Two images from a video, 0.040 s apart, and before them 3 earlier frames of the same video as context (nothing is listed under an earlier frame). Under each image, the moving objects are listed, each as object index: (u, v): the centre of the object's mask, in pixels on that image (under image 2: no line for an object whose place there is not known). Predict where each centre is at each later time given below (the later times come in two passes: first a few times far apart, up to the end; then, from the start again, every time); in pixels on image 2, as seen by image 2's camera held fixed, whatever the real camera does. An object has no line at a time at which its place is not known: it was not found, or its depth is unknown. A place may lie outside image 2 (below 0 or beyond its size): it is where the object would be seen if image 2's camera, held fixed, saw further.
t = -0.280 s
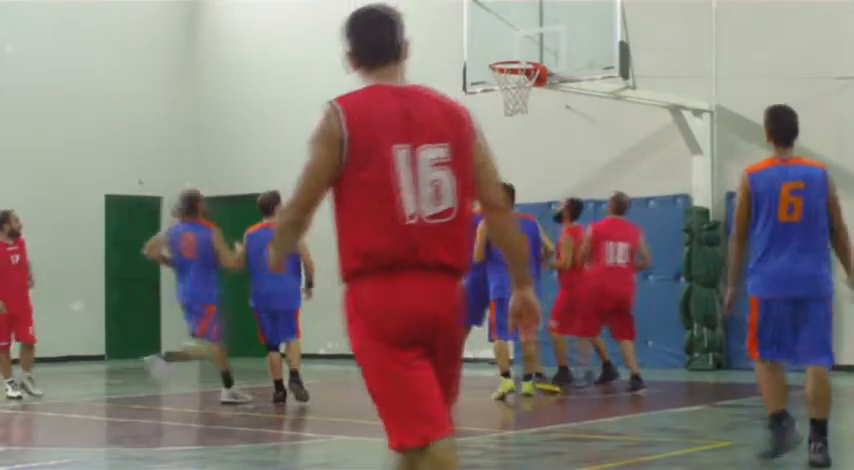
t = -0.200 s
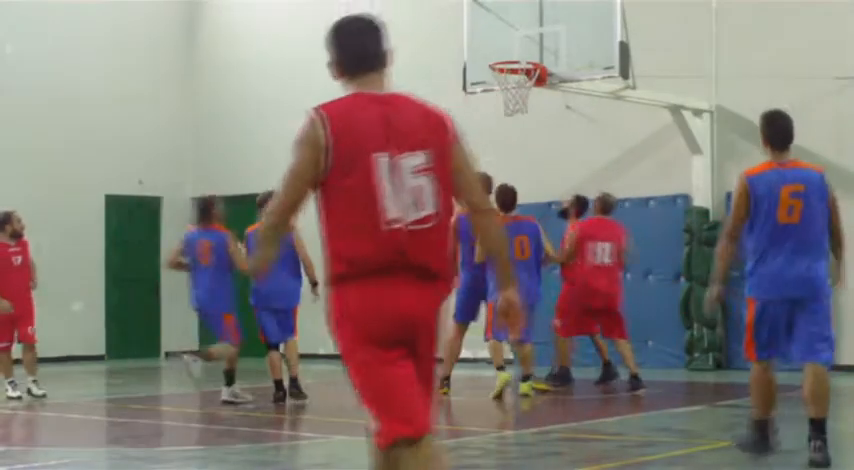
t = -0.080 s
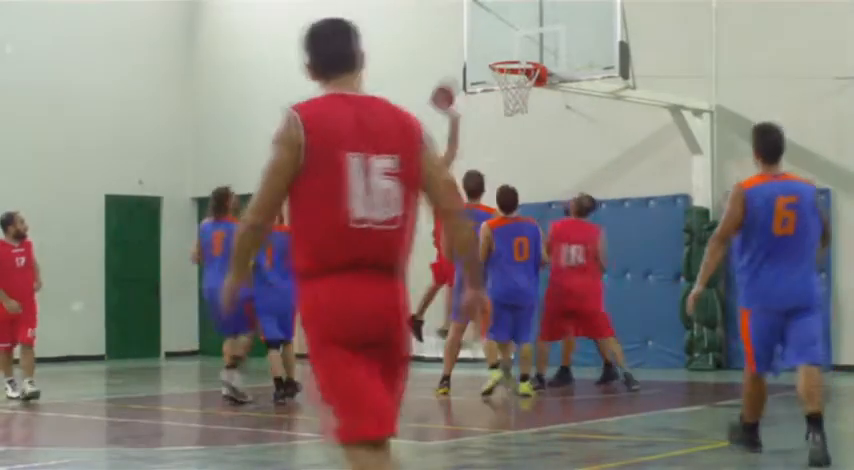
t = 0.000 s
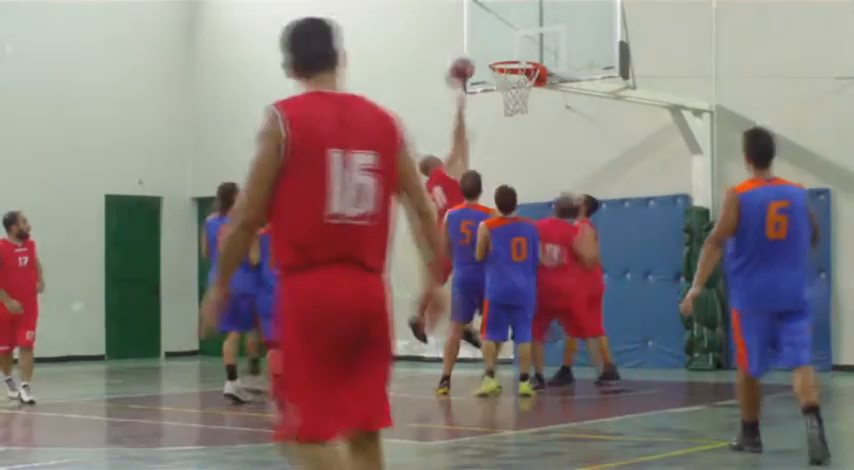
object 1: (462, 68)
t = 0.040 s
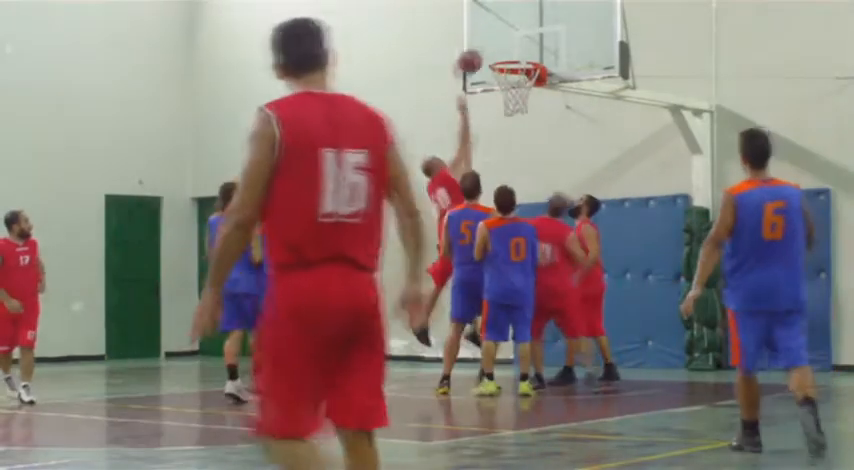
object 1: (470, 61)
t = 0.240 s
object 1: (502, 41)
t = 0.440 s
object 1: (508, 63)
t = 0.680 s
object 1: (516, 97)
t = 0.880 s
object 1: (525, 122)
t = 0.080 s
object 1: (478, 54)
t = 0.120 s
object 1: (486, 48)
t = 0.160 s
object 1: (497, 43)
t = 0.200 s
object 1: (501, 41)
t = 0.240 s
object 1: (502, 41)
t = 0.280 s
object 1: (503, 43)
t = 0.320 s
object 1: (504, 45)
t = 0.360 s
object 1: (505, 50)
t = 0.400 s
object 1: (507, 55)
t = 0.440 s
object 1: (508, 63)
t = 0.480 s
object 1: (511, 79)
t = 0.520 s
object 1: (509, 86)
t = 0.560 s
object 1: (511, 92)
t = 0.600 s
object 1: (513, 93)
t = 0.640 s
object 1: (514, 95)
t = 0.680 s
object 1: (516, 97)
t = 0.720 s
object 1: (518, 99)
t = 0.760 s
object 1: (519, 104)
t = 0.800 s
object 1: (521, 108)
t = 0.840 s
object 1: (523, 115)
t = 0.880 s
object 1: (525, 122)
